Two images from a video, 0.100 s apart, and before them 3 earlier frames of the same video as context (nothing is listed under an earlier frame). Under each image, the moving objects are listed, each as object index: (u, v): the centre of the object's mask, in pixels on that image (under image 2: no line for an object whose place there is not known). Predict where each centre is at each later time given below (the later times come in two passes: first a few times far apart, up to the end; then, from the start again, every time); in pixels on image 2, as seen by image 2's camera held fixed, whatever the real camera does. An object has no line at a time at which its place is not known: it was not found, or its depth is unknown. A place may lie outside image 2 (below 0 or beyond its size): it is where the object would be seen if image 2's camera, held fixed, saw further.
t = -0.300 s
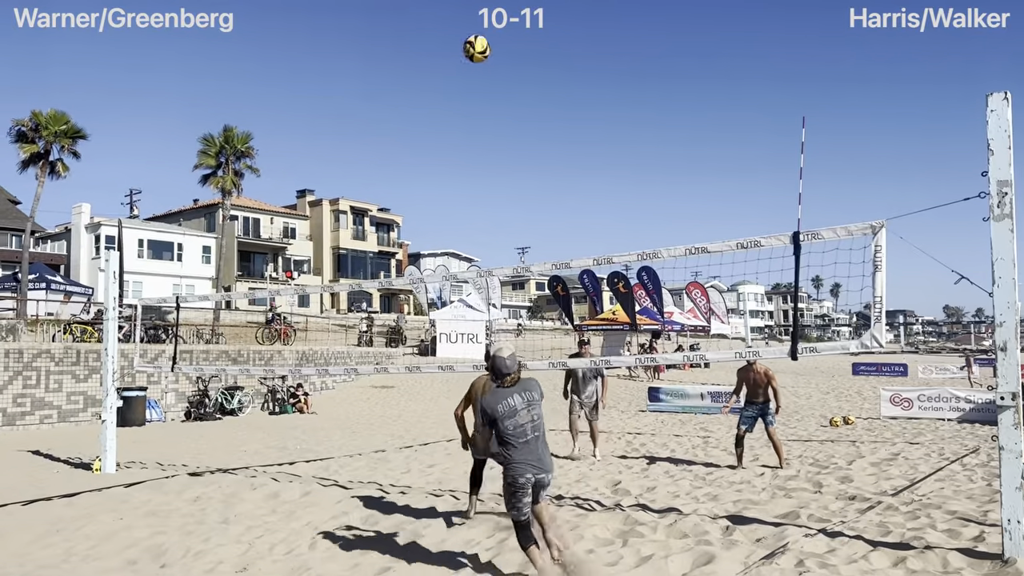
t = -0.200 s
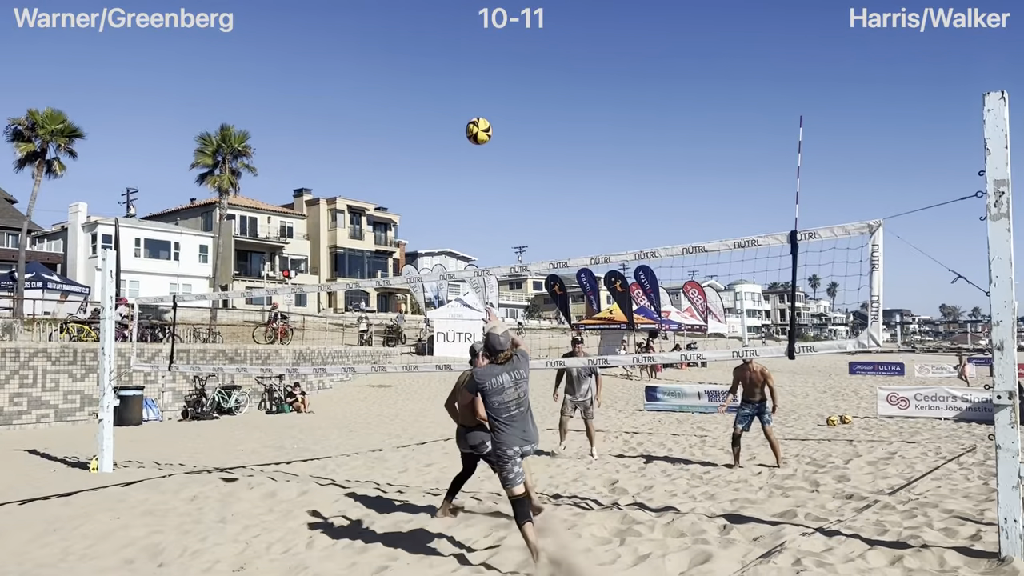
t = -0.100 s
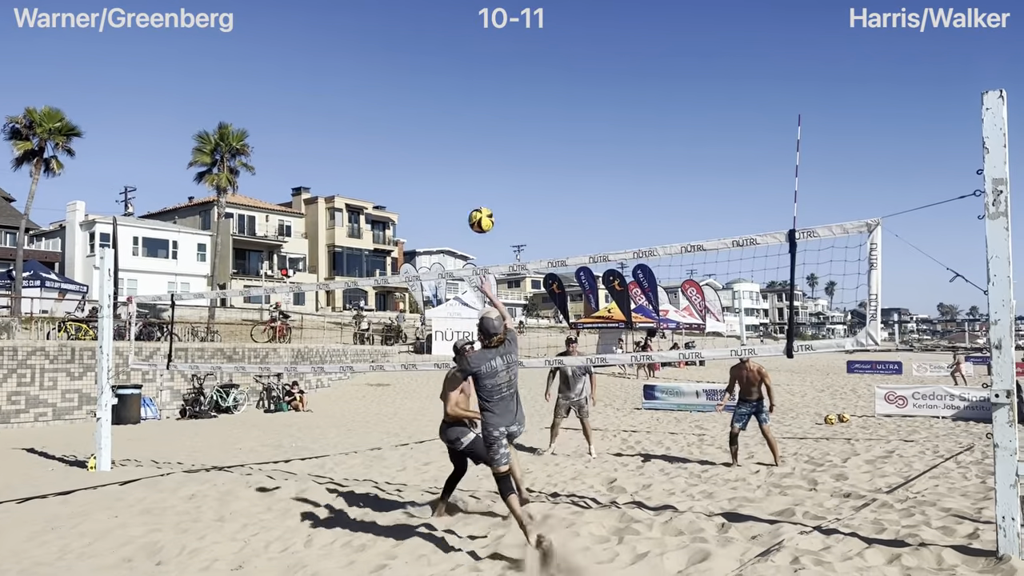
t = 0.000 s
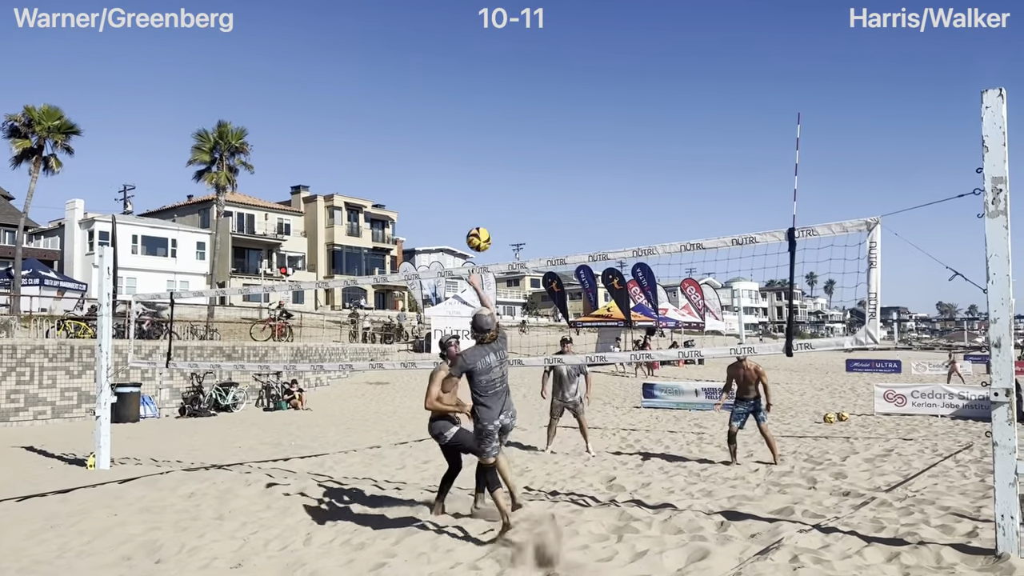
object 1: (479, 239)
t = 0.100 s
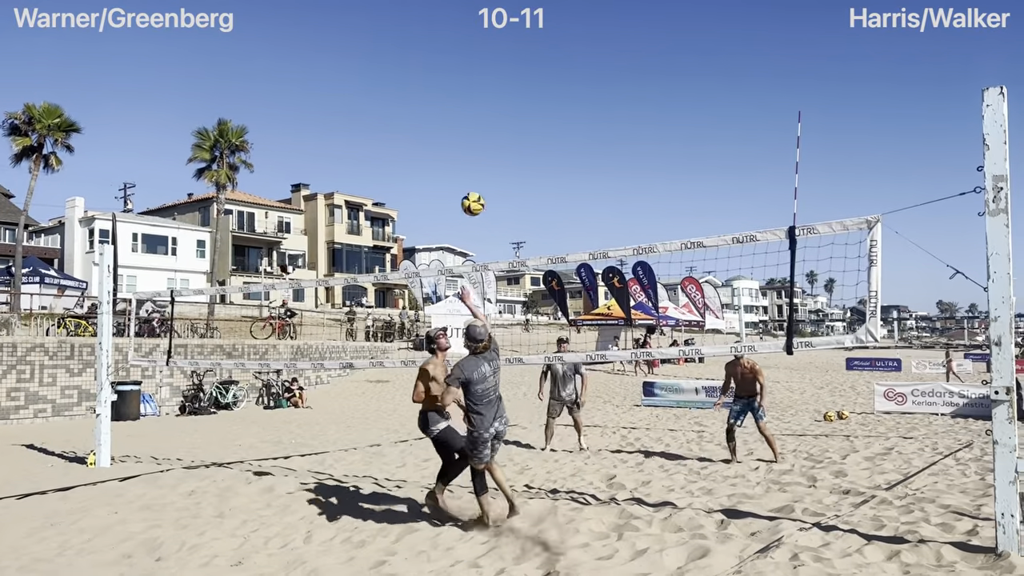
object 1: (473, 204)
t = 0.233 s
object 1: (465, 179)
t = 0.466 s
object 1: (456, 181)
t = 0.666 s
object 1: (451, 218)
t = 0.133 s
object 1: (471, 195)
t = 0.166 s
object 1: (469, 188)
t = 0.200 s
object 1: (467, 183)
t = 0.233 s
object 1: (465, 179)
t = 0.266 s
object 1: (464, 176)
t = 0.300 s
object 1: (462, 174)
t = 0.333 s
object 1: (461, 174)
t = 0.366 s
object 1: (460, 174)
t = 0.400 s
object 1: (459, 176)
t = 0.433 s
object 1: (458, 178)
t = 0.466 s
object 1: (456, 181)
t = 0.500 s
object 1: (455, 185)
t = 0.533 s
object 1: (454, 190)
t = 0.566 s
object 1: (453, 196)
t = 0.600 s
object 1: (452, 203)
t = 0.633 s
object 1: (452, 210)
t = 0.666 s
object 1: (451, 218)
